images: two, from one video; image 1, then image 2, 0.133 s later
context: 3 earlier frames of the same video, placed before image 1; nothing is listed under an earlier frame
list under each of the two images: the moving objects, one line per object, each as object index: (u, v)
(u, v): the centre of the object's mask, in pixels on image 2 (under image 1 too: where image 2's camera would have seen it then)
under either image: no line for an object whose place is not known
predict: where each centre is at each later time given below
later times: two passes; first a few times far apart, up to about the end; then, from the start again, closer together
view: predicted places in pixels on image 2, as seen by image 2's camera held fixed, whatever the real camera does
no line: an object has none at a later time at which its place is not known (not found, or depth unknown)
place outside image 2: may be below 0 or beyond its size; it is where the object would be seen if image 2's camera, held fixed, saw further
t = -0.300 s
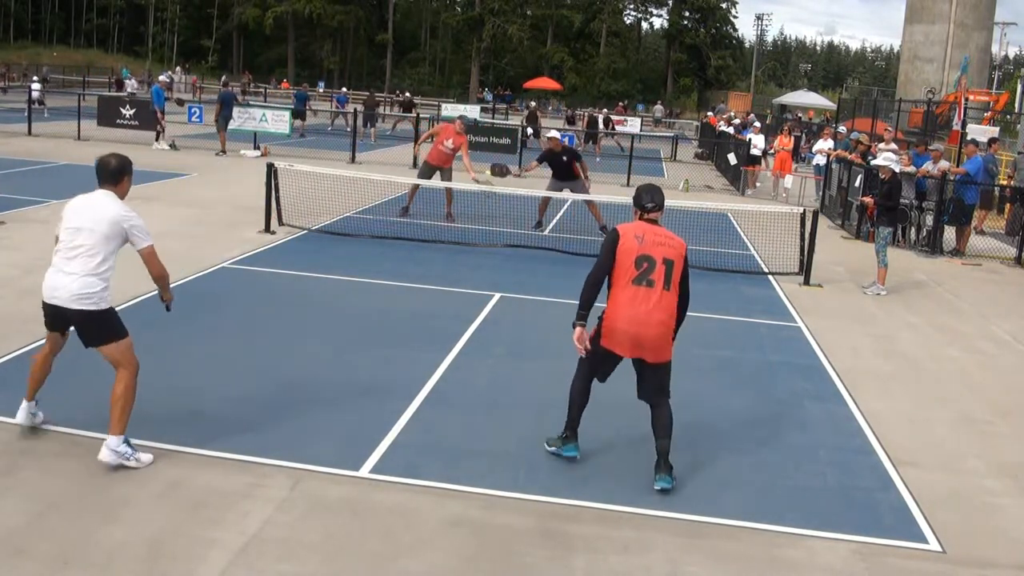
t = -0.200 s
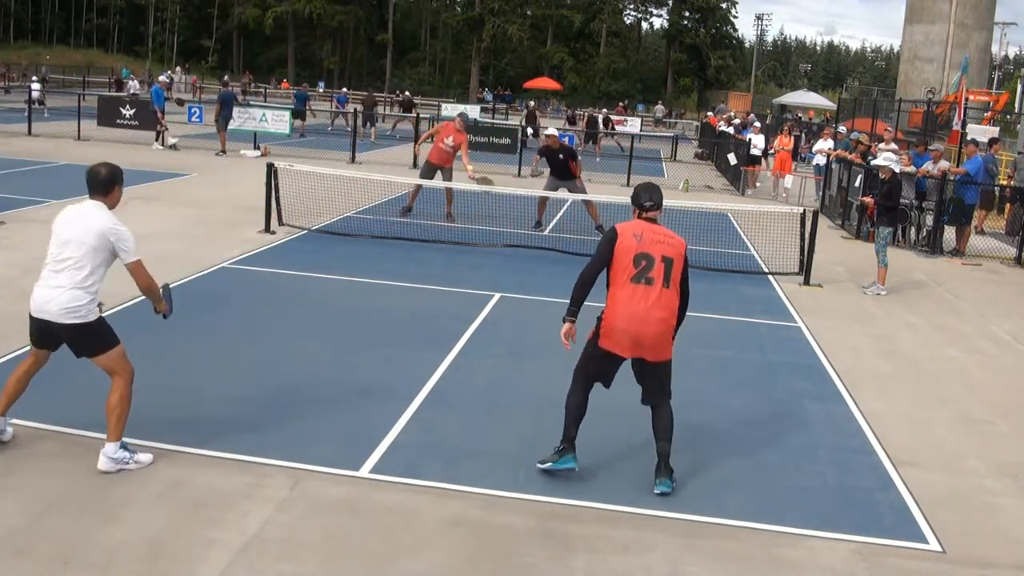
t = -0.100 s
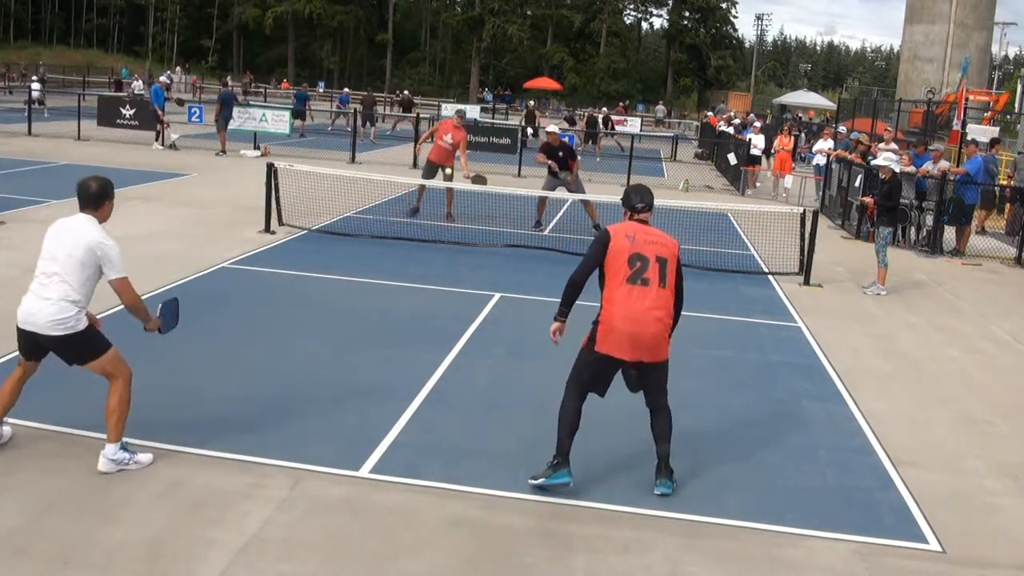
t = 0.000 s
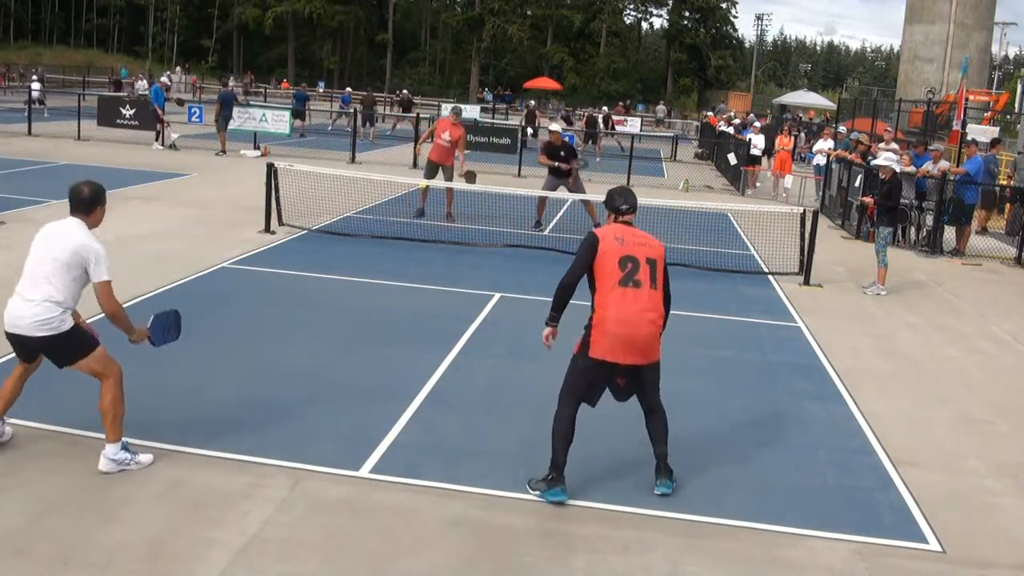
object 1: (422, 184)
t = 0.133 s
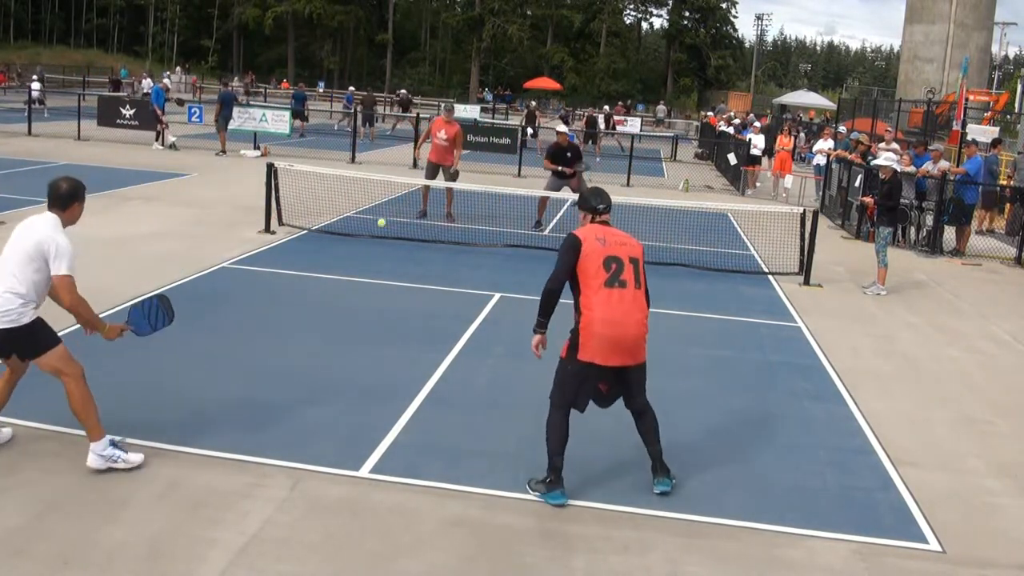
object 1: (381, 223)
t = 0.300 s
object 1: (317, 312)
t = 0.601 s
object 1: (218, 301)
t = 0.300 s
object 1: (317, 312)
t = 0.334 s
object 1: (304, 325)
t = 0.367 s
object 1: (295, 318)
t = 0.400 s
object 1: (286, 311)
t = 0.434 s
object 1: (276, 305)
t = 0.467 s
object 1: (265, 302)
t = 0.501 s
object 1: (254, 300)
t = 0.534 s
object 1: (243, 298)
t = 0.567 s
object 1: (230, 299)
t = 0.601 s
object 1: (218, 301)
